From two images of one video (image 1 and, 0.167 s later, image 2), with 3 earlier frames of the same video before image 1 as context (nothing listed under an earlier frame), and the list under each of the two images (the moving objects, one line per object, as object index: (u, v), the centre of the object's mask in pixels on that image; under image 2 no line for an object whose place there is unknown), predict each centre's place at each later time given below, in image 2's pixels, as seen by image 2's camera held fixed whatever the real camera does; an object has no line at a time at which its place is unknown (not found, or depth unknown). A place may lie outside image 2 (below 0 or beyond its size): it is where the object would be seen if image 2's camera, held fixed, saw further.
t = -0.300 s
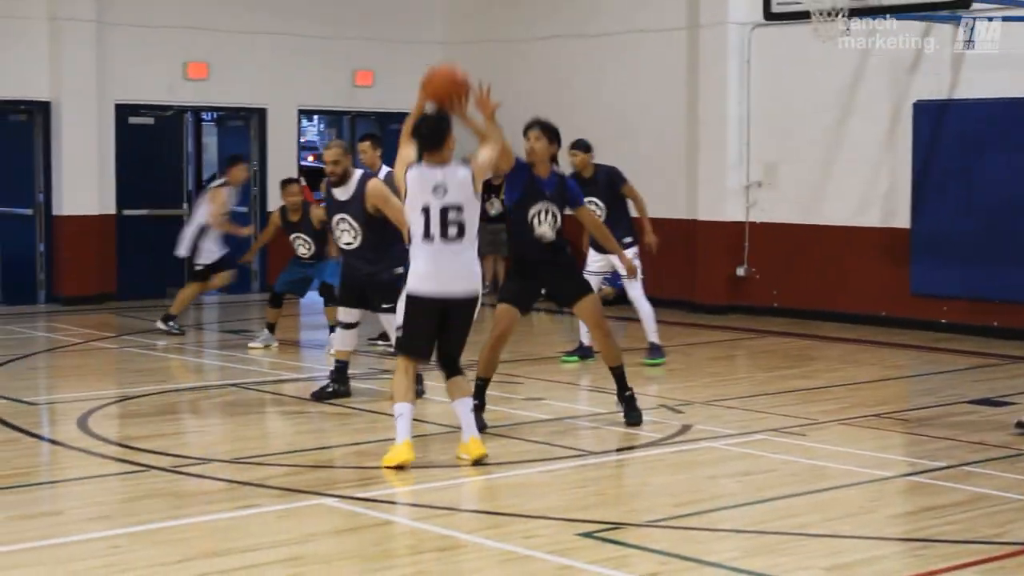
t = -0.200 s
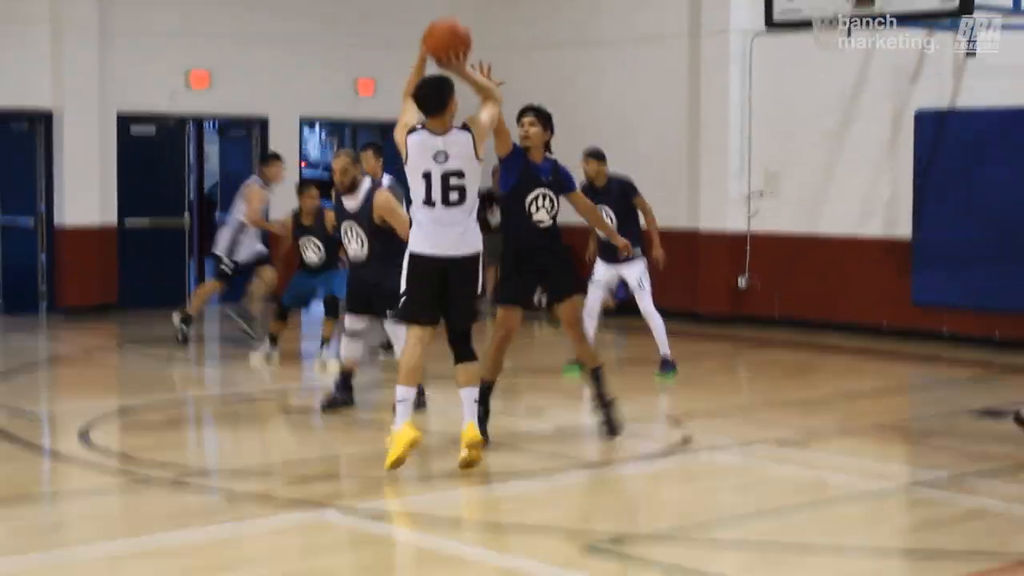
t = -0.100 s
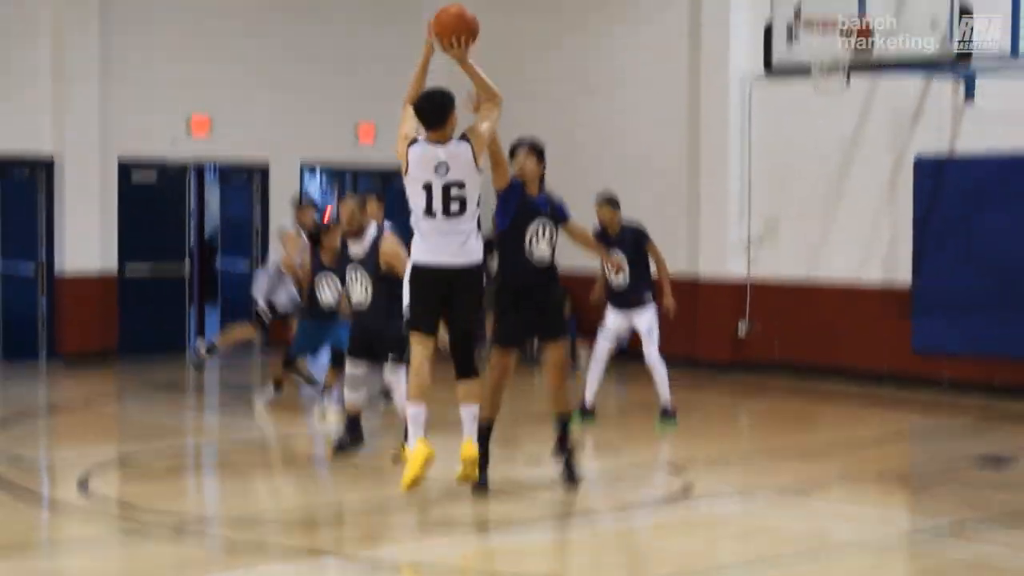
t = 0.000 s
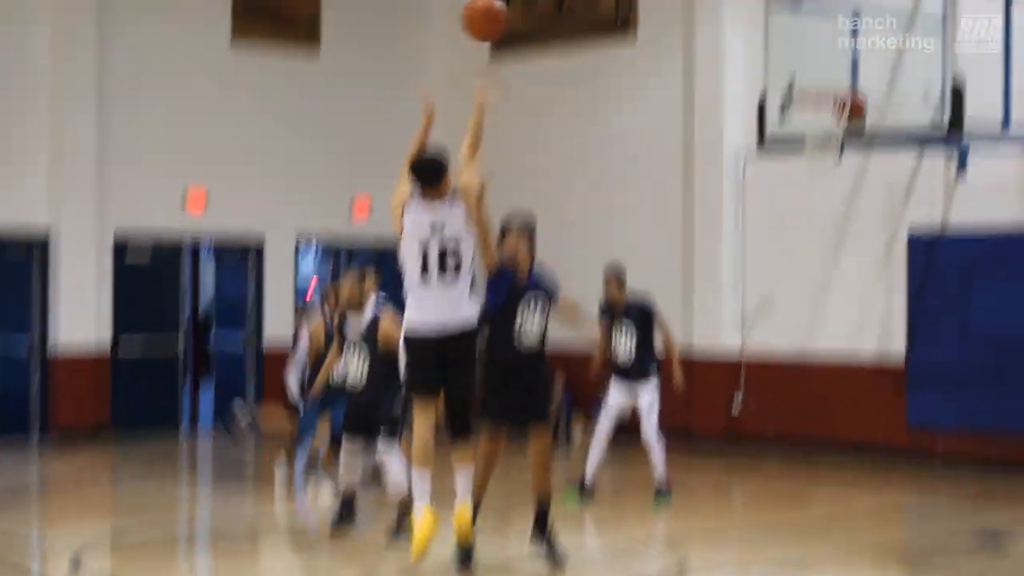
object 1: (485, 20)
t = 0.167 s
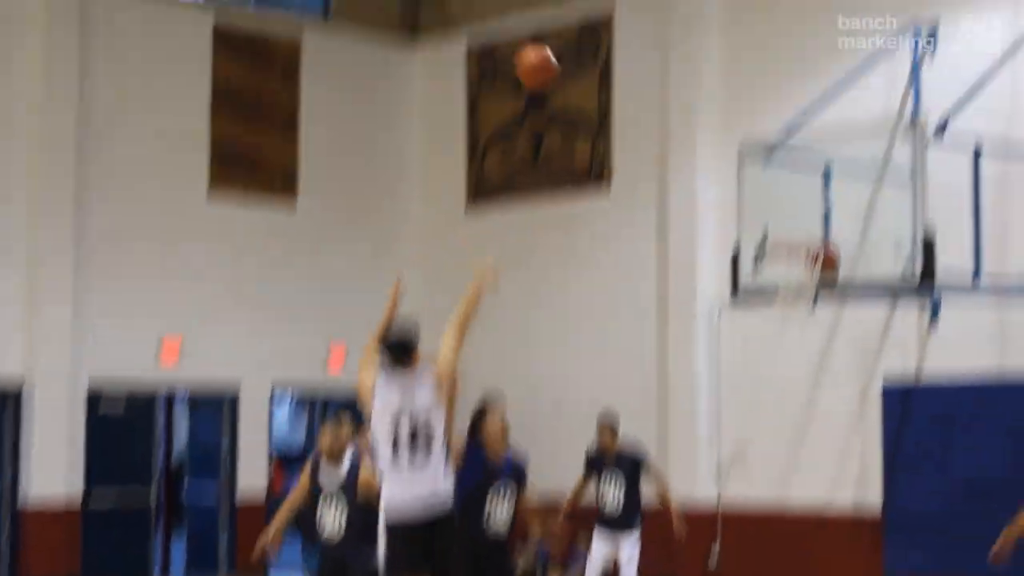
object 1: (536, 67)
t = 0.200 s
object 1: (550, 55)
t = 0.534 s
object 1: (671, 37)
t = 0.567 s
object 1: (680, 44)
